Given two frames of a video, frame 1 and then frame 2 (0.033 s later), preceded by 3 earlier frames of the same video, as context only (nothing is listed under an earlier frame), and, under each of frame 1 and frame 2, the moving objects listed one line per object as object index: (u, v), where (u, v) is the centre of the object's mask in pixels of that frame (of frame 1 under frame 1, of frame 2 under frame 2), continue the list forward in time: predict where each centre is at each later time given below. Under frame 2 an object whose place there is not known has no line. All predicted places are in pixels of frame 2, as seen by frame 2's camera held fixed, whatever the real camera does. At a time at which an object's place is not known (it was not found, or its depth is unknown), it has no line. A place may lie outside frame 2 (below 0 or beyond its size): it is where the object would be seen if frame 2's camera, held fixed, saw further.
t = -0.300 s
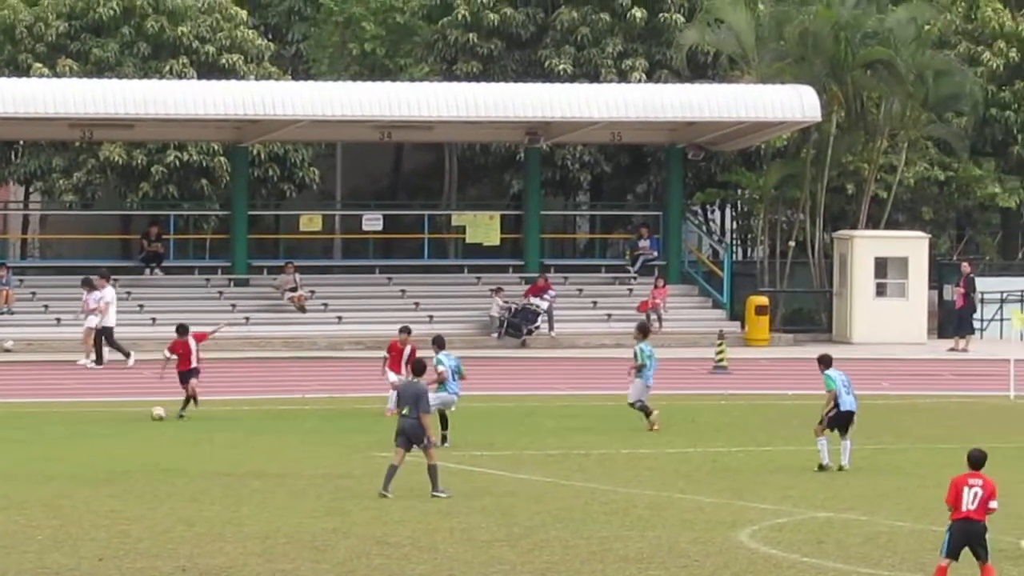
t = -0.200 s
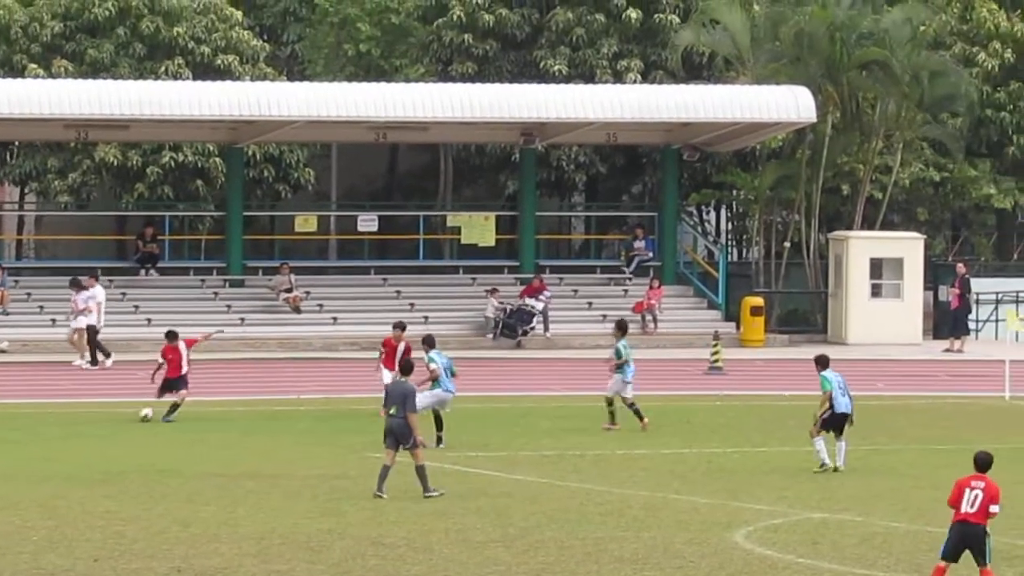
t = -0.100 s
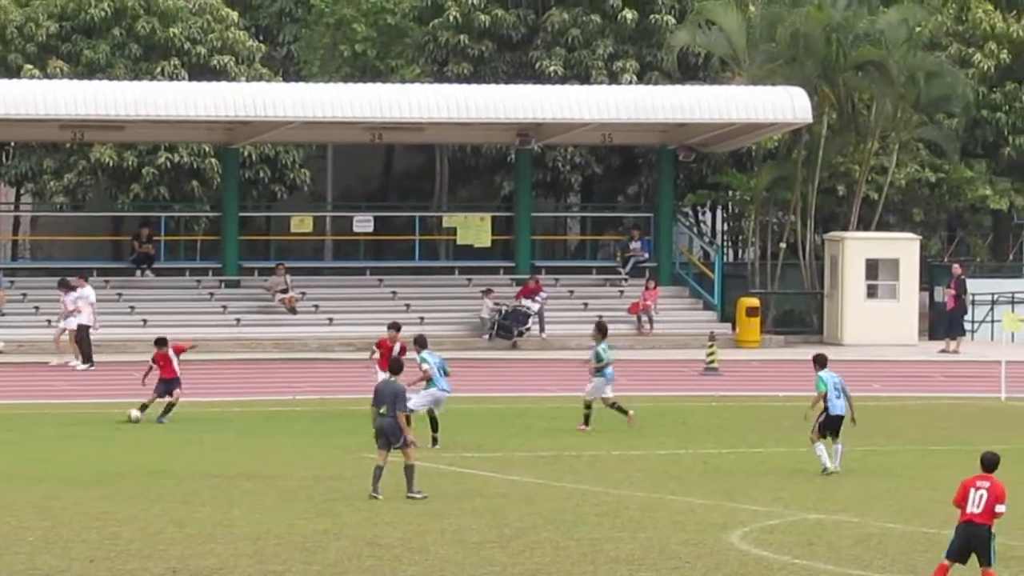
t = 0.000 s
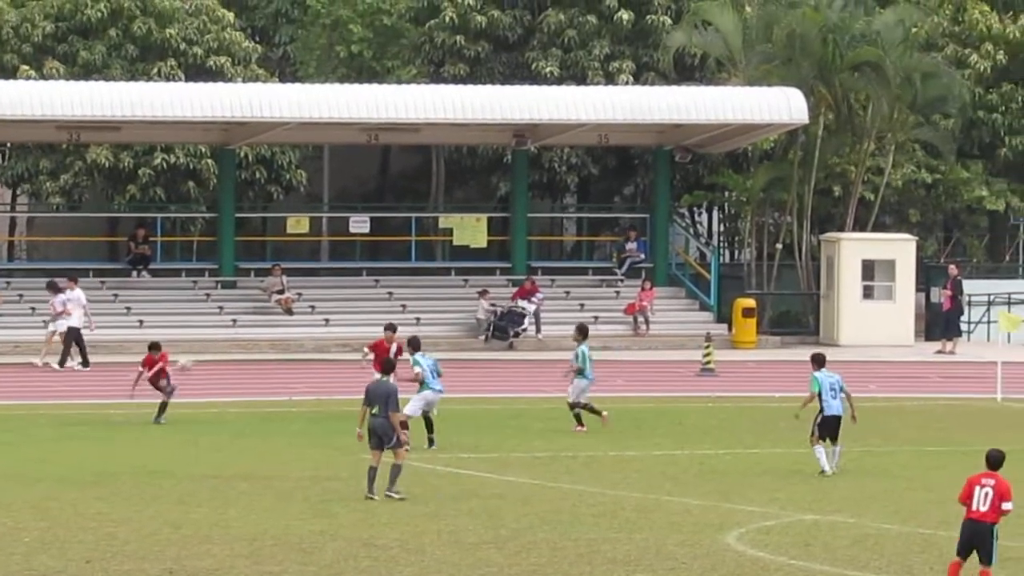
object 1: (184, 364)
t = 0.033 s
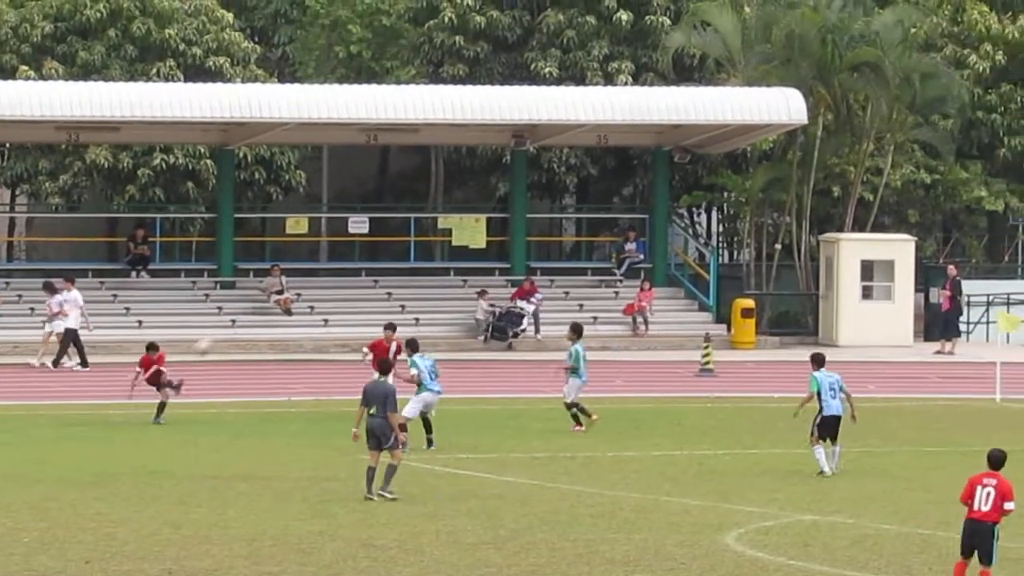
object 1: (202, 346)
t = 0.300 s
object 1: (365, 219)
